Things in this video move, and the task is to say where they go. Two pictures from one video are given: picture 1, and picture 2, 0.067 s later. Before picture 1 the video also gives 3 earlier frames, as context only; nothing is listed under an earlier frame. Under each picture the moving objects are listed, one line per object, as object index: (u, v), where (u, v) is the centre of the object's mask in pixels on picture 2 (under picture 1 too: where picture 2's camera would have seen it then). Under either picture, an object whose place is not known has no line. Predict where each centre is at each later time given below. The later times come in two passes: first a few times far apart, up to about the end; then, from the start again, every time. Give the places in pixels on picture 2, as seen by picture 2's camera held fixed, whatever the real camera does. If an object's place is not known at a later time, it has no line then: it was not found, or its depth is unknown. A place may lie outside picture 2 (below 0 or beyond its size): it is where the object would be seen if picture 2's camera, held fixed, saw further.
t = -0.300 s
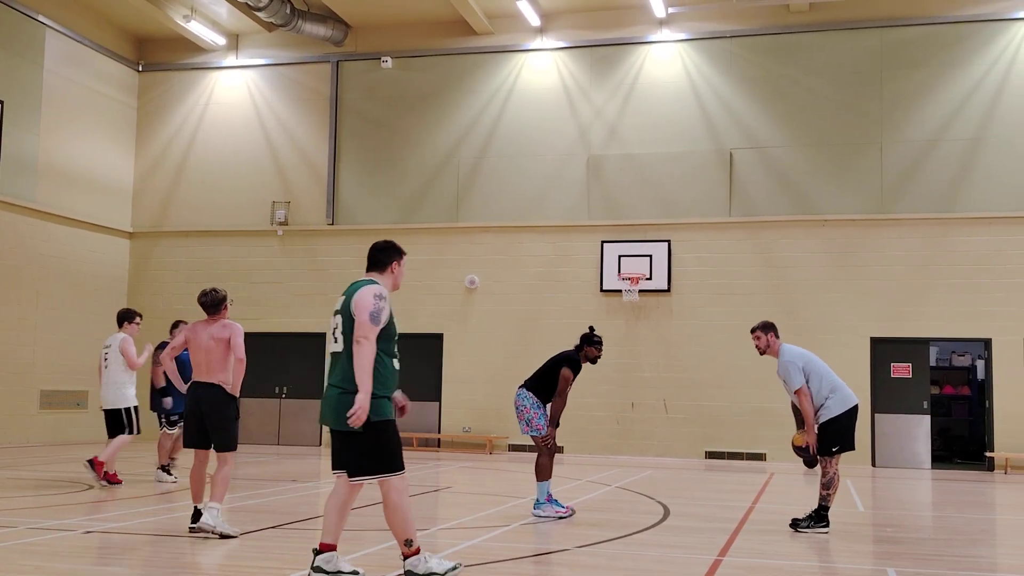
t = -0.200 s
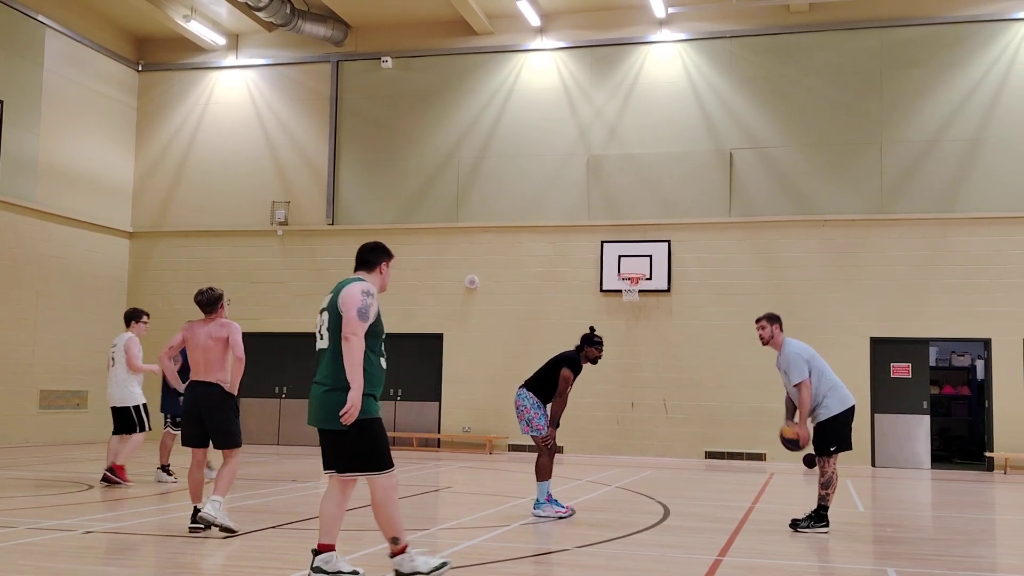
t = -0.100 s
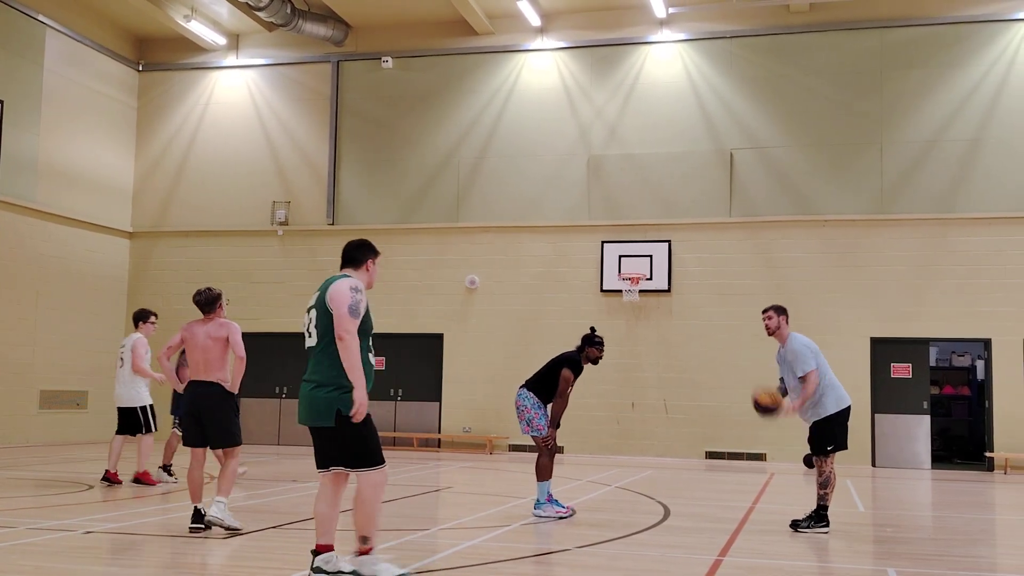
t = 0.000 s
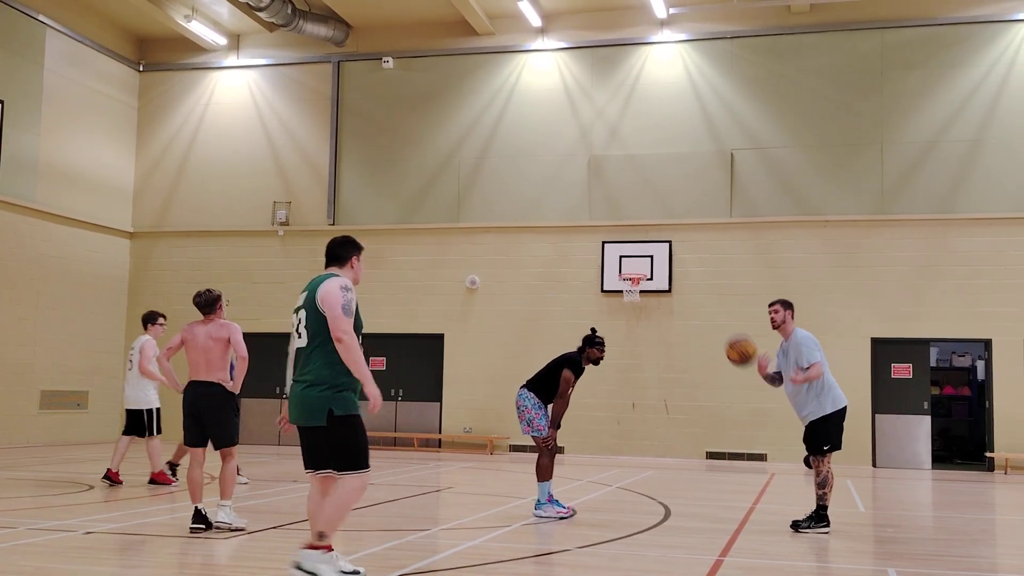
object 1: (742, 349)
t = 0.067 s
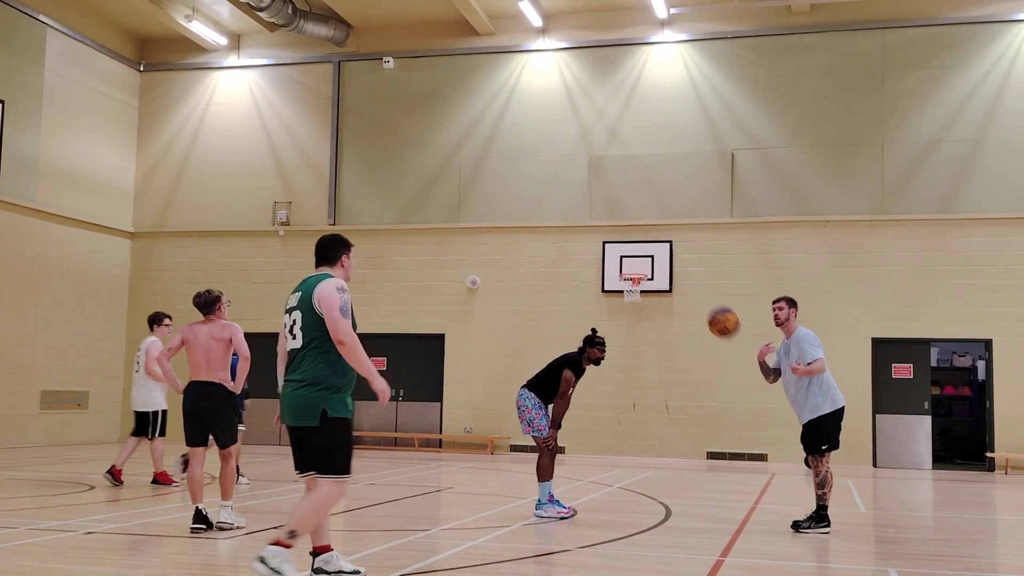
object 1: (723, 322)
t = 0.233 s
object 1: (675, 274)
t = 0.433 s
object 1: (608, 263)
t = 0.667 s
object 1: (523, 328)
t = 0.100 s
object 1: (713, 310)
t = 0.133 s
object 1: (704, 299)
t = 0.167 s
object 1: (695, 290)
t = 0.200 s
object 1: (685, 281)
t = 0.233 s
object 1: (675, 274)
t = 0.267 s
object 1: (665, 269)
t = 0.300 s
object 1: (654, 265)
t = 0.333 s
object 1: (643, 262)
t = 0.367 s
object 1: (632, 261)
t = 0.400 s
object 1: (621, 261)
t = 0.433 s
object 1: (608, 263)
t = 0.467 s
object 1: (597, 267)
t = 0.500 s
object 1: (586, 272)
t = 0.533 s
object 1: (573, 279)
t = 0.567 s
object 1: (562, 288)
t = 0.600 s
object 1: (549, 300)
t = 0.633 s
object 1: (536, 313)
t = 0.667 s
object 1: (523, 328)
